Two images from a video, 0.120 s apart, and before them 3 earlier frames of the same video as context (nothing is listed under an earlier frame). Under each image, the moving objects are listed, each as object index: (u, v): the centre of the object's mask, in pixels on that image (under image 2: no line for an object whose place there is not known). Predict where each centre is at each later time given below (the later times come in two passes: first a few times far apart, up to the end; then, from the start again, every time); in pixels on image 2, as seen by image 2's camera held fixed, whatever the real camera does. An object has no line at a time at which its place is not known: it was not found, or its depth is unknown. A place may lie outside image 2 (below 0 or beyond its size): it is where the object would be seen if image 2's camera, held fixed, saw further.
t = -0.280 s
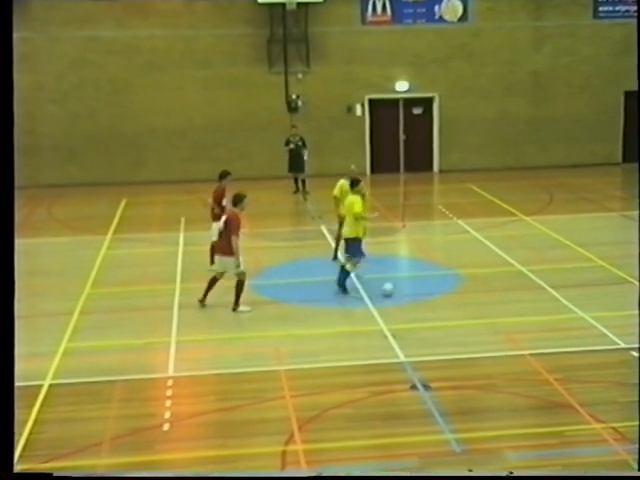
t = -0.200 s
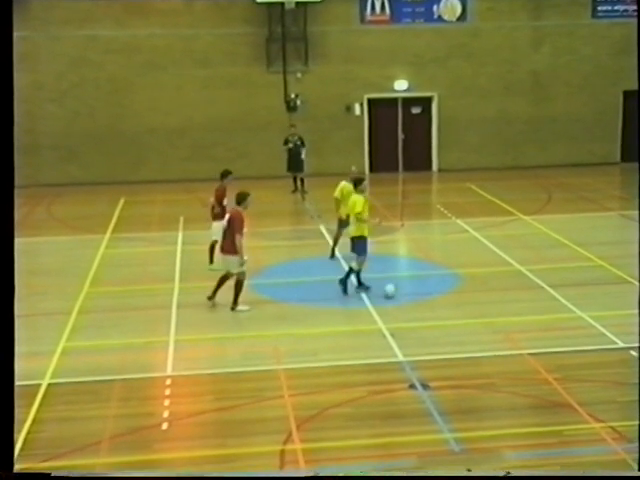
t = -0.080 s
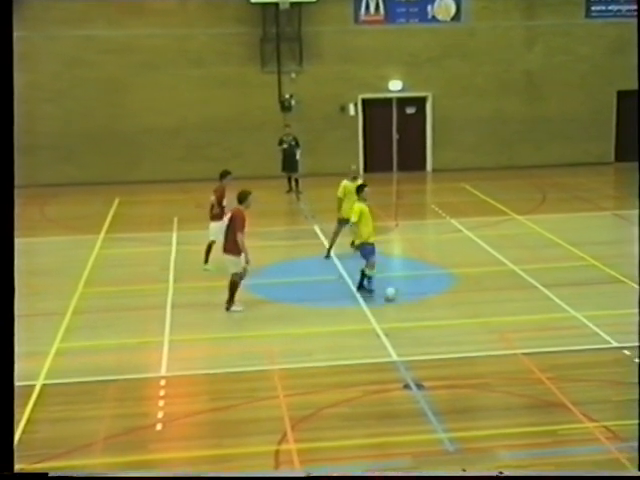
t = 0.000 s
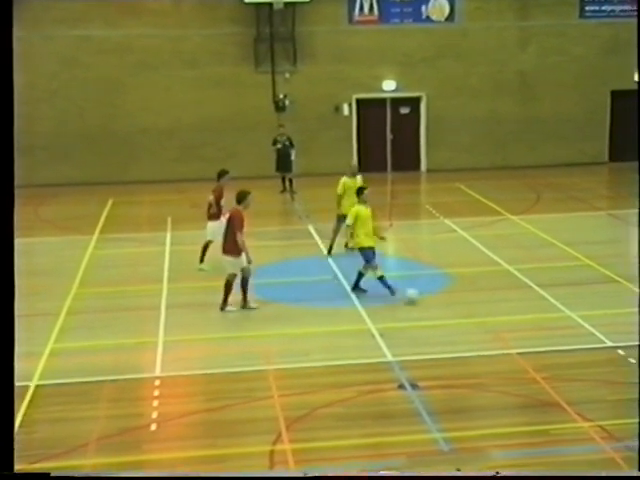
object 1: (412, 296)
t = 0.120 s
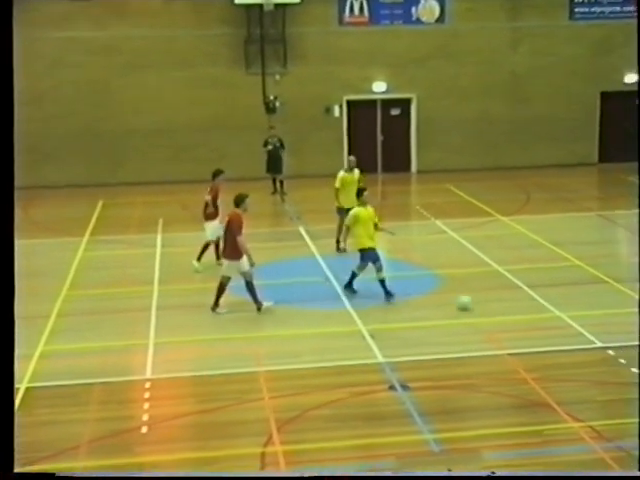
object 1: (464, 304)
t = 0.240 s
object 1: (523, 308)
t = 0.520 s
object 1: (646, 315)
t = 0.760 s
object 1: (743, 321)
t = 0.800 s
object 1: (759, 322)
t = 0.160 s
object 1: (484, 305)
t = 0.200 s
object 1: (504, 307)
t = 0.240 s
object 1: (523, 308)
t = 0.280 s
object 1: (542, 311)
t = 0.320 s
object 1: (560, 310)
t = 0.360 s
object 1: (578, 311)
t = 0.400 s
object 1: (596, 313)
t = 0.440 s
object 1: (613, 313)
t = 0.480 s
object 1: (631, 314)
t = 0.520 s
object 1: (646, 315)
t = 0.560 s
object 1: (662, 316)
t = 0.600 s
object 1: (678, 317)
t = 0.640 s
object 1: (694, 318)
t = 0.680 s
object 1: (710, 319)
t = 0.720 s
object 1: (726, 320)
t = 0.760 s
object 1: (743, 321)
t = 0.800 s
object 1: (759, 322)
